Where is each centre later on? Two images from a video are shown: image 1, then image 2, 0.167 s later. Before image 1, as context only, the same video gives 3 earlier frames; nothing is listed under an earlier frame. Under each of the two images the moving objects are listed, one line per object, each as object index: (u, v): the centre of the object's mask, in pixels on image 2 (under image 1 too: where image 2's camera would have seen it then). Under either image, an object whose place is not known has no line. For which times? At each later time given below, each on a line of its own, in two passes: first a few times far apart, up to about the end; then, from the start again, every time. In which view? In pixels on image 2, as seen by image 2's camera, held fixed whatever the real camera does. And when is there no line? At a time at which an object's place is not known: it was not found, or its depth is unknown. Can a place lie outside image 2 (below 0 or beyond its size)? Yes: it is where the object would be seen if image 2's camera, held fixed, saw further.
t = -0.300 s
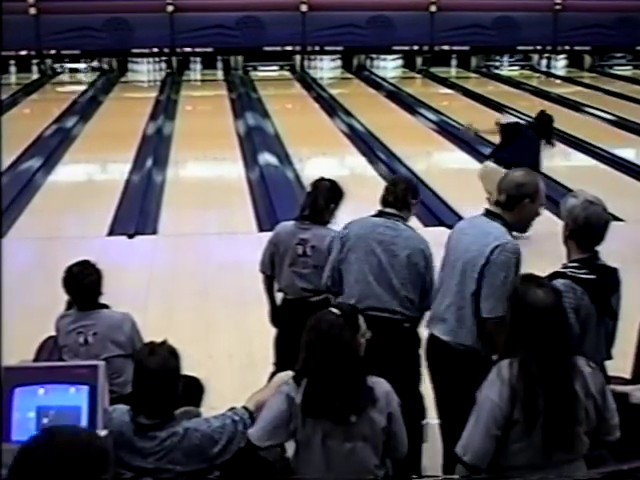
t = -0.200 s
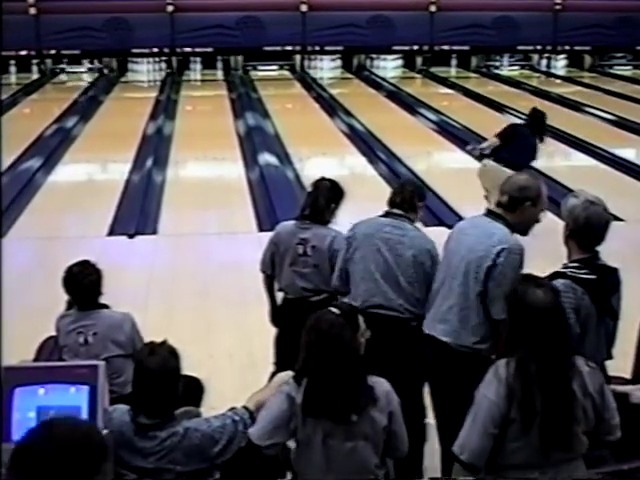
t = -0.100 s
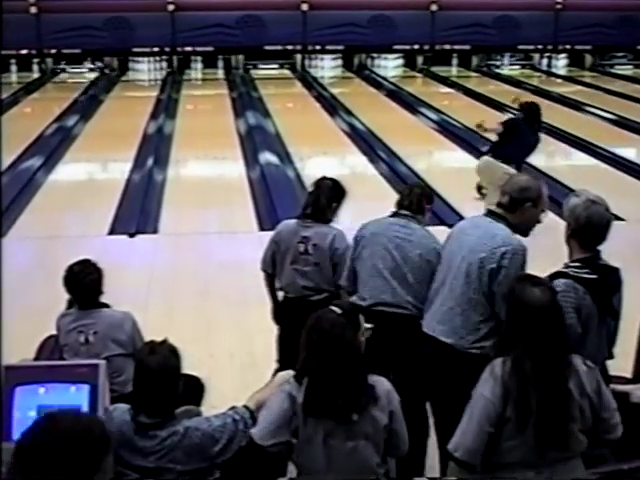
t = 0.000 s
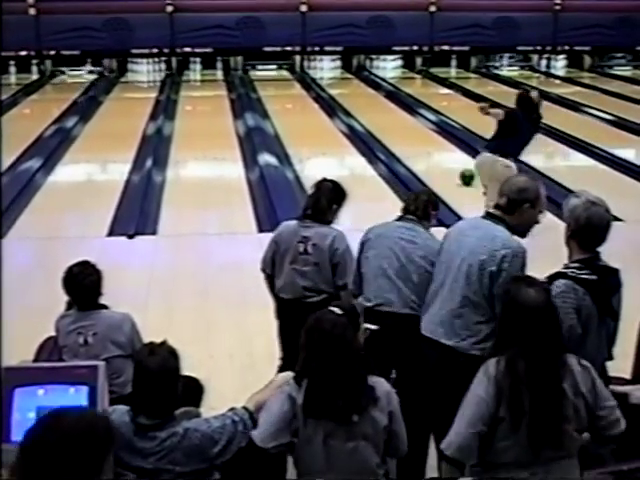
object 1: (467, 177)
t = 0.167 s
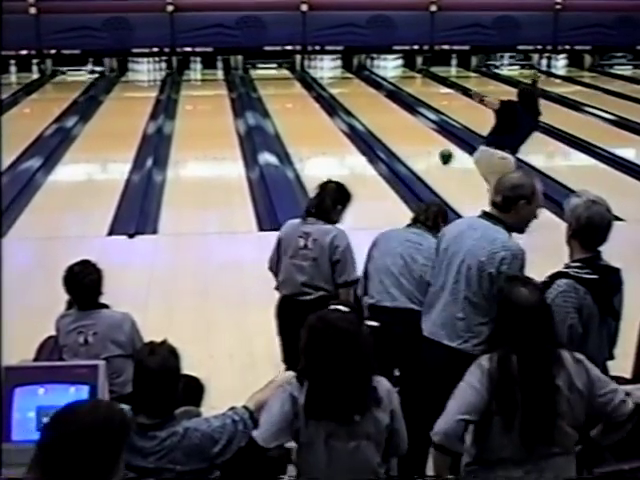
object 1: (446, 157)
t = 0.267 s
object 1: (434, 146)
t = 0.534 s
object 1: (409, 124)
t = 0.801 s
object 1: (389, 108)
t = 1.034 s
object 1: (375, 95)
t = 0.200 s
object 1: (442, 153)
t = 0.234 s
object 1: (438, 150)
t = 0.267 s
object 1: (434, 146)
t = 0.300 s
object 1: (431, 144)
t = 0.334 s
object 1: (428, 140)
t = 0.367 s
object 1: (424, 137)
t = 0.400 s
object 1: (421, 135)
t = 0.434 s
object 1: (418, 132)
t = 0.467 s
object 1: (415, 129)
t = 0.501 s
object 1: (412, 127)
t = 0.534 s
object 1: (409, 124)
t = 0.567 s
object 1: (407, 122)
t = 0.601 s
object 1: (404, 120)
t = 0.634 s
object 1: (401, 118)
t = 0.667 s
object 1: (398, 115)
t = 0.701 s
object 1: (396, 113)
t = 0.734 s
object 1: (394, 111)
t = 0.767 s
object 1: (392, 109)
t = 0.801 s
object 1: (389, 108)
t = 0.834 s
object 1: (387, 106)
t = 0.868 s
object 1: (385, 104)
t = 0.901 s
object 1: (383, 102)
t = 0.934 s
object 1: (381, 100)
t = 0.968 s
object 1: (379, 99)
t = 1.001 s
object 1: (377, 96)
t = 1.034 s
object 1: (375, 95)
